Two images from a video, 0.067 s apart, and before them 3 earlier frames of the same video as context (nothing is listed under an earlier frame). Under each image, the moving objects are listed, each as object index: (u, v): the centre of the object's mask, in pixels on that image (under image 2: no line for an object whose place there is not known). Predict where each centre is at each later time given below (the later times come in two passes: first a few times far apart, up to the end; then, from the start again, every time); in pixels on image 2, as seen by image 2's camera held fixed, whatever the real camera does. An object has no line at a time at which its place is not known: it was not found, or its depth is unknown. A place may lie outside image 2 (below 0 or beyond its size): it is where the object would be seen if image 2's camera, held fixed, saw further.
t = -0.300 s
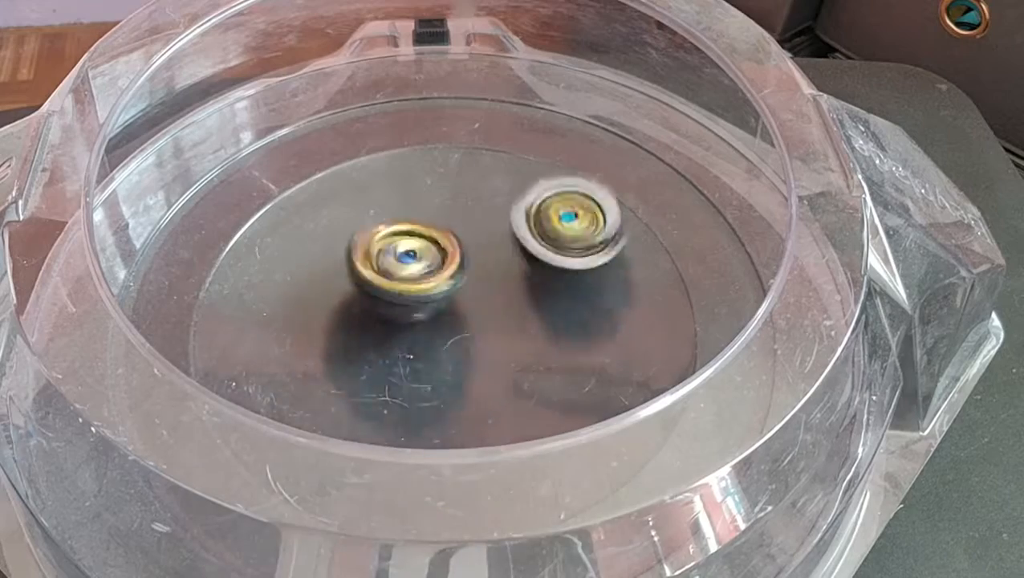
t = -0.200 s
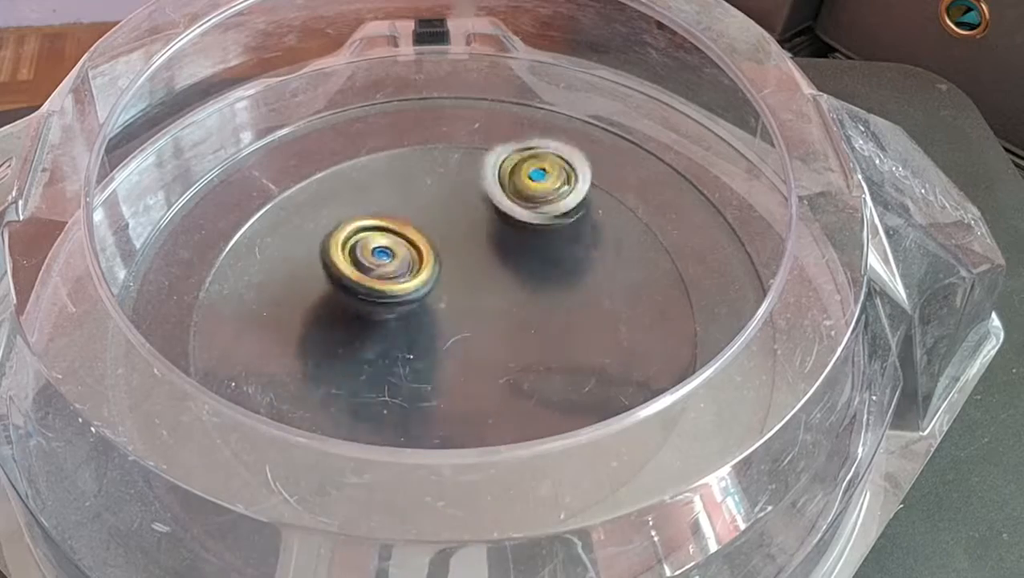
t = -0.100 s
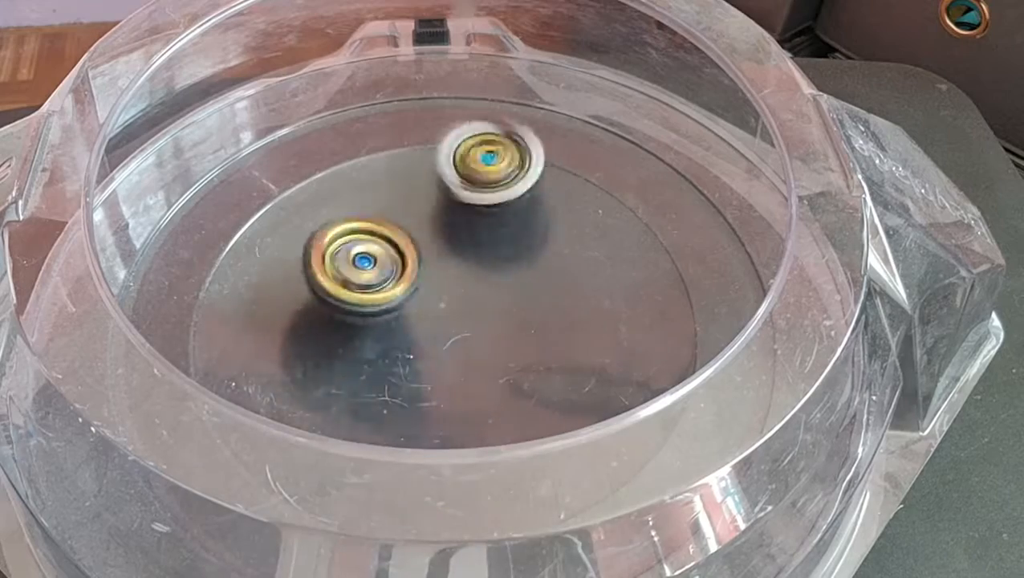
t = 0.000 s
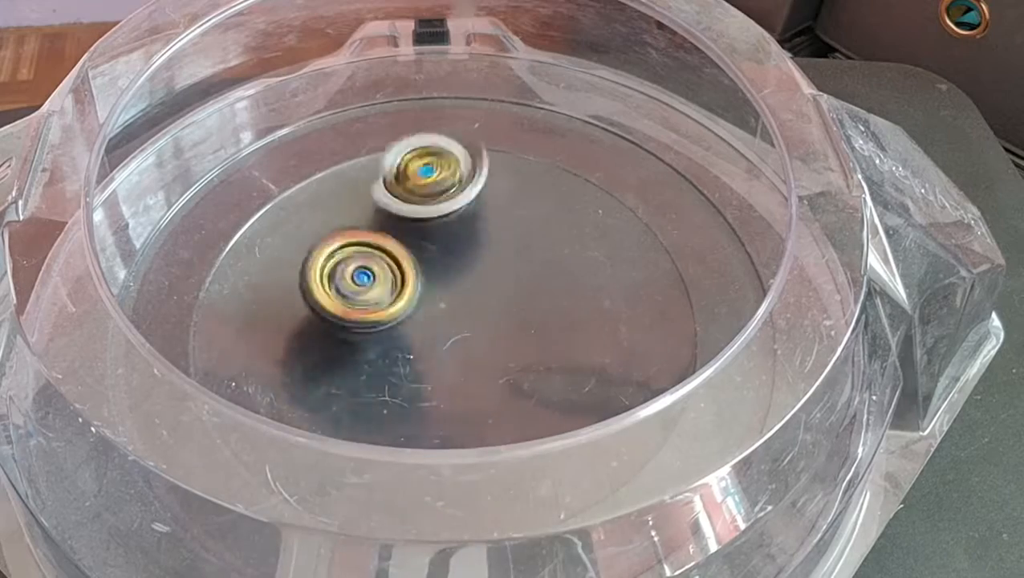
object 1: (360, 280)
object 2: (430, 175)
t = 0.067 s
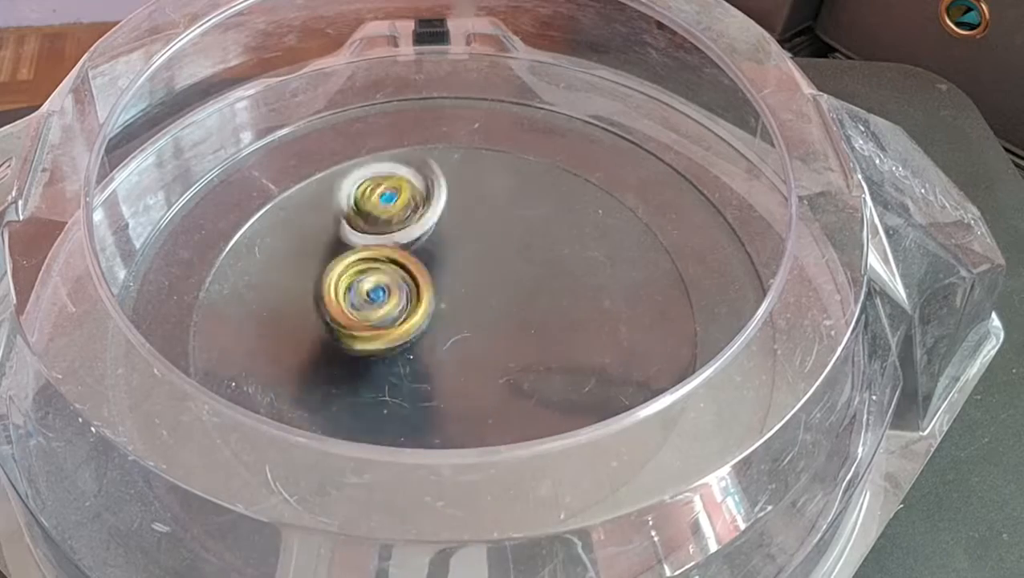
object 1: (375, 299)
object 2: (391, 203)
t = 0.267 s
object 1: (427, 393)
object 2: (364, 300)
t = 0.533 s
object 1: (449, 408)
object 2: (449, 317)
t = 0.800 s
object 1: (455, 363)
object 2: (508, 253)
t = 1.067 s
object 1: (465, 336)
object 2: (511, 169)
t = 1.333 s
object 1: (484, 365)
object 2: (439, 256)
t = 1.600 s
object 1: (465, 414)
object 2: (421, 336)
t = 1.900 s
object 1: (408, 372)
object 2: (465, 289)
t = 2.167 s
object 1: (413, 258)
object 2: (521, 258)
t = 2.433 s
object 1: (446, 270)
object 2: (537, 330)
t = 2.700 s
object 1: (419, 323)
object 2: (425, 409)
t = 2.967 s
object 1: (440, 321)
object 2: (347, 388)
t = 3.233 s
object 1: (466, 304)
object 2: (363, 308)
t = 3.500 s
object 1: (469, 307)
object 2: (375, 306)
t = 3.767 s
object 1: (464, 325)
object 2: (376, 305)
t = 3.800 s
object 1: (464, 325)
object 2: (375, 305)
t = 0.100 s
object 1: (377, 315)
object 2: (373, 215)
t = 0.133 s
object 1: (385, 336)
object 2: (368, 228)
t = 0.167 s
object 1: (398, 353)
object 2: (362, 250)
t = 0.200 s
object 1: (407, 364)
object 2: (356, 272)
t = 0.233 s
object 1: (416, 374)
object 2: (363, 290)
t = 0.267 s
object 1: (427, 393)
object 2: (364, 300)
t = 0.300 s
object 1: (440, 403)
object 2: (366, 306)
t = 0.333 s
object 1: (450, 408)
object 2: (369, 311)
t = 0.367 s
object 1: (453, 411)
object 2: (380, 315)
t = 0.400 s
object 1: (451, 413)
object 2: (394, 319)
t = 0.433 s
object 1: (451, 413)
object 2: (409, 323)
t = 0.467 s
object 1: (450, 412)
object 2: (422, 324)
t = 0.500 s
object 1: (450, 411)
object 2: (435, 322)
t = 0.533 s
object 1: (449, 408)
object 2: (449, 317)
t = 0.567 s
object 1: (446, 406)
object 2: (461, 313)
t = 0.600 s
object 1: (445, 404)
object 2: (474, 308)
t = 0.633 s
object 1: (446, 400)
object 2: (484, 301)
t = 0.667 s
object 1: (450, 396)
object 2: (491, 295)
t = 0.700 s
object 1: (454, 392)
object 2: (496, 287)
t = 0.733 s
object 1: (462, 376)
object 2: (499, 277)
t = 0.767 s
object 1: (466, 363)
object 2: (500, 271)
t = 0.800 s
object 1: (455, 363)
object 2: (508, 253)
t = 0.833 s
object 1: (442, 361)
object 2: (515, 230)
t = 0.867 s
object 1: (437, 357)
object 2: (523, 213)
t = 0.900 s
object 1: (435, 350)
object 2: (524, 198)
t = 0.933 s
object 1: (441, 343)
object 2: (527, 188)
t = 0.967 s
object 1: (448, 339)
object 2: (525, 180)
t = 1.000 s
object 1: (455, 336)
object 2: (522, 173)
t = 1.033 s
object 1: (462, 335)
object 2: (519, 169)
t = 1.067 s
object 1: (465, 336)
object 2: (511, 169)
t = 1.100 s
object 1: (466, 337)
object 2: (504, 171)
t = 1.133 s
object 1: (465, 337)
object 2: (493, 180)
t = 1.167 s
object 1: (465, 335)
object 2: (485, 190)
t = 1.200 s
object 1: (469, 331)
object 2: (476, 201)
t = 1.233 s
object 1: (475, 329)
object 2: (466, 219)
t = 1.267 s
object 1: (480, 328)
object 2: (454, 237)
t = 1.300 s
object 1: (482, 340)
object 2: (445, 249)
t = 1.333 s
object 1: (484, 365)
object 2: (439, 256)
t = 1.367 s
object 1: (484, 374)
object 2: (433, 266)
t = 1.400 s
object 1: (487, 396)
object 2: (425, 278)
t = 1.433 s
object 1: (488, 401)
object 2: (422, 291)
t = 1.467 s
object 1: (484, 407)
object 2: (418, 306)
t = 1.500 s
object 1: (478, 409)
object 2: (417, 317)
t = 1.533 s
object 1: (471, 410)
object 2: (419, 331)
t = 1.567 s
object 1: (469, 412)
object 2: (419, 335)
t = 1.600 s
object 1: (465, 414)
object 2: (421, 336)
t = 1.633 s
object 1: (460, 417)
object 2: (422, 331)
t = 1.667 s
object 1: (456, 414)
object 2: (426, 332)
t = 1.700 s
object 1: (456, 413)
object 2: (435, 332)
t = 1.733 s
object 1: (440, 413)
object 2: (439, 321)
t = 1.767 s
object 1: (428, 413)
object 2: (444, 316)
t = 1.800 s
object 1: (423, 407)
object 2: (450, 310)
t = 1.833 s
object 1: (418, 398)
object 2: (452, 302)
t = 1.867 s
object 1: (415, 389)
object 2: (456, 298)
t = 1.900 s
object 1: (408, 372)
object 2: (465, 289)
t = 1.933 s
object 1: (401, 356)
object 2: (472, 279)
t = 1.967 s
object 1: (399, 340)
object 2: (483, 268)
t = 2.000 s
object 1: (400, 322)
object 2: (486, 259)
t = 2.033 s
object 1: (398, 305)
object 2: (501, 255)
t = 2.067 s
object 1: (399, 291)
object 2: (508, 250)
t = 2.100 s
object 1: (405, 277)
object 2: (514, 251)
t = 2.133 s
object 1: (408, 264)
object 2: (512, 251)
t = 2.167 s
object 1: (413, 258)
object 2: (521, 258)
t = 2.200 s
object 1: (414, 252)
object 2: (523, 261)
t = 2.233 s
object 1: (416, 244)
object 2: (532, 266)
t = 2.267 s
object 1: (421, 247)
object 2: (536, 272)
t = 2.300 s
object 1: (426, 250)
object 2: (537, 279)
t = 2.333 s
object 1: (433, 253)
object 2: (541, 289)
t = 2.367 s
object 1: (441, 259)
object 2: (540, 296)
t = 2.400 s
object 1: (445, 263)
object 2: (541, 314)
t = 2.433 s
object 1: (446, 270)
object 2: (537, 330)
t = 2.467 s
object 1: (449, 278)
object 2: (529, 345)
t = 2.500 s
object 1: (447, 286)
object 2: (520, 358)
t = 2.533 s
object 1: (445, 296)
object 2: (507, 372)
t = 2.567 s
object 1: (440, 306)
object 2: (490, 388)
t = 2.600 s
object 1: (431, 308)
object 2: (475, 397)
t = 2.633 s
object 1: (424, 312)
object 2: (459, 405)
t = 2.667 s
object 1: (421, 318)
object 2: (441, 408)
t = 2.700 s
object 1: (419, 323)
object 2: (425, 409)
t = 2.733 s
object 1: (417, 325)
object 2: (409, 411)
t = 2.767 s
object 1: (416, 330)
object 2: (395, 412)
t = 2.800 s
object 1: (413, 333)
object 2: (385, 410)
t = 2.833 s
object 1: (418, 330)
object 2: (373, 408)
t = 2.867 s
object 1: (423, 327)
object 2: (363, 404)
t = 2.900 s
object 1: (427, 324)
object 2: (354, 400)
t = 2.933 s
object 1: (433, 323)
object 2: (348, 396)
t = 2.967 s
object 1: (440, 321)
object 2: (347, 388)
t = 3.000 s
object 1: (446, 317)
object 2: (348, 377)
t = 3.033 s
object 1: (448, 315)
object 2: (351, 365)
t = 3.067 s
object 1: (450, 312)
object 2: (357, 352)
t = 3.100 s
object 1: (453, 311)
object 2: (354, 338)
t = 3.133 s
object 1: (458, 309)
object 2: (355, 326)
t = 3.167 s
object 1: (462, 308)
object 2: (356, 318)
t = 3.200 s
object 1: (465, 306)
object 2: (360, 312)
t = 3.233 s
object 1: (466, 304)
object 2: (363, 308)
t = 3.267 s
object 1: (466, 304)
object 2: (369, 303)
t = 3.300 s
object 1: (468, 303)
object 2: (374, 299)
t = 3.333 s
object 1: (469, 303)
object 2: (375, 297)
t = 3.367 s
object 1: (470, 302)
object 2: (376, 297)
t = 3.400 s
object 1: (470, 303)
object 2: (376, 299)
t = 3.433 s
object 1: (470, 304)
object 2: (376, 301)
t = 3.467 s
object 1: (469, 305)
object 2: (376, 304)
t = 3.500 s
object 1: (469, 307)
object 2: (375, 306)
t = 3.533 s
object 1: (468, 310)
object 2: (375, 308)
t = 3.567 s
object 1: (468, 314)
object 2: (374, 309)
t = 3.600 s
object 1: (467, 318)
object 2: (374, 309)
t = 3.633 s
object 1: (465, 321)
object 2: (375, 308)
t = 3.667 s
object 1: (464, 324)
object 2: (375, 306)
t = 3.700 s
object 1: (464, 325)
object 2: (375, 304)
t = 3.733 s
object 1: (464, 325)
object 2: (375, 304)
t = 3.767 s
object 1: (464, 325)
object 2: (376, 305)
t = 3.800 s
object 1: (464, 325)
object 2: (375, 305)
